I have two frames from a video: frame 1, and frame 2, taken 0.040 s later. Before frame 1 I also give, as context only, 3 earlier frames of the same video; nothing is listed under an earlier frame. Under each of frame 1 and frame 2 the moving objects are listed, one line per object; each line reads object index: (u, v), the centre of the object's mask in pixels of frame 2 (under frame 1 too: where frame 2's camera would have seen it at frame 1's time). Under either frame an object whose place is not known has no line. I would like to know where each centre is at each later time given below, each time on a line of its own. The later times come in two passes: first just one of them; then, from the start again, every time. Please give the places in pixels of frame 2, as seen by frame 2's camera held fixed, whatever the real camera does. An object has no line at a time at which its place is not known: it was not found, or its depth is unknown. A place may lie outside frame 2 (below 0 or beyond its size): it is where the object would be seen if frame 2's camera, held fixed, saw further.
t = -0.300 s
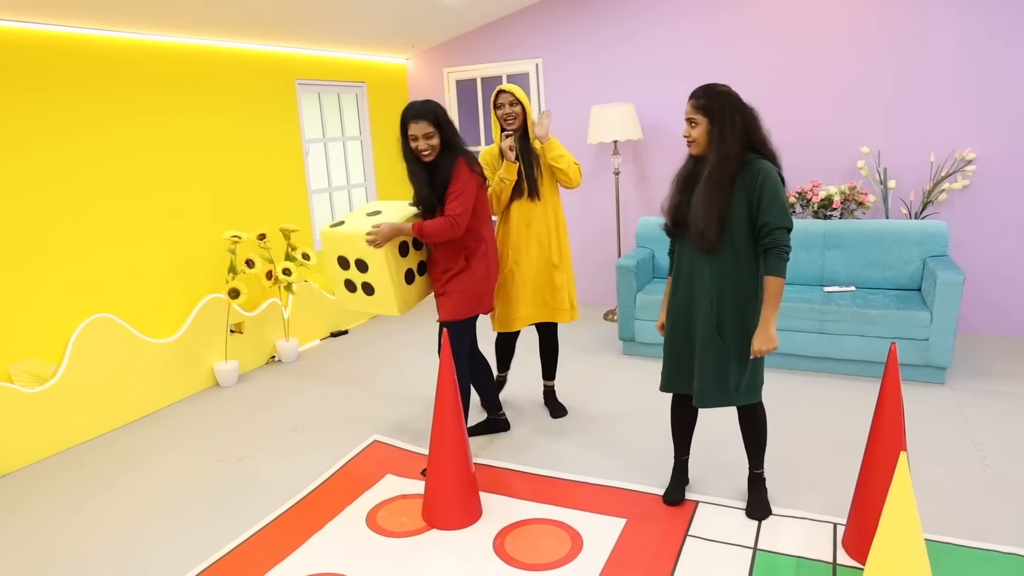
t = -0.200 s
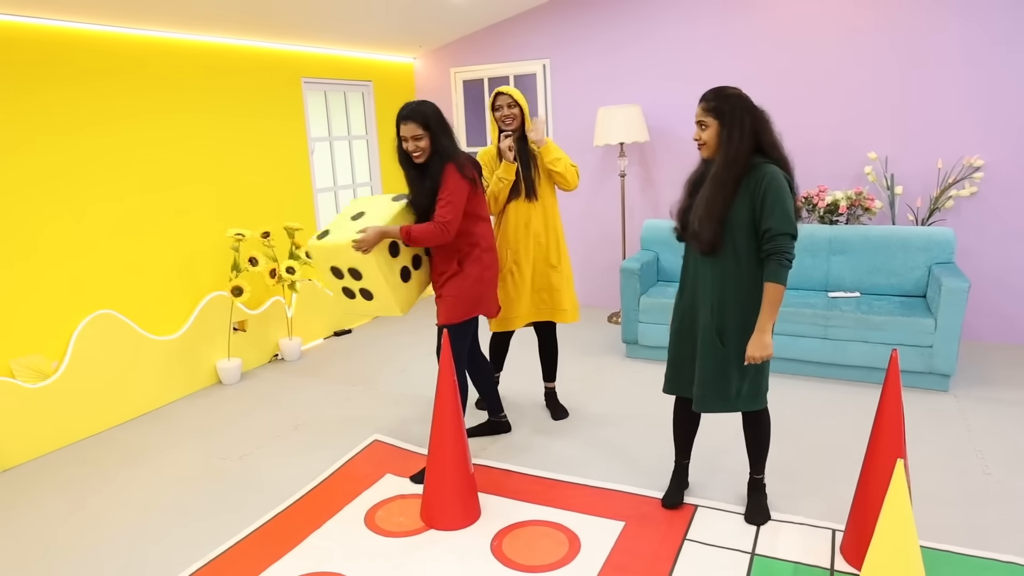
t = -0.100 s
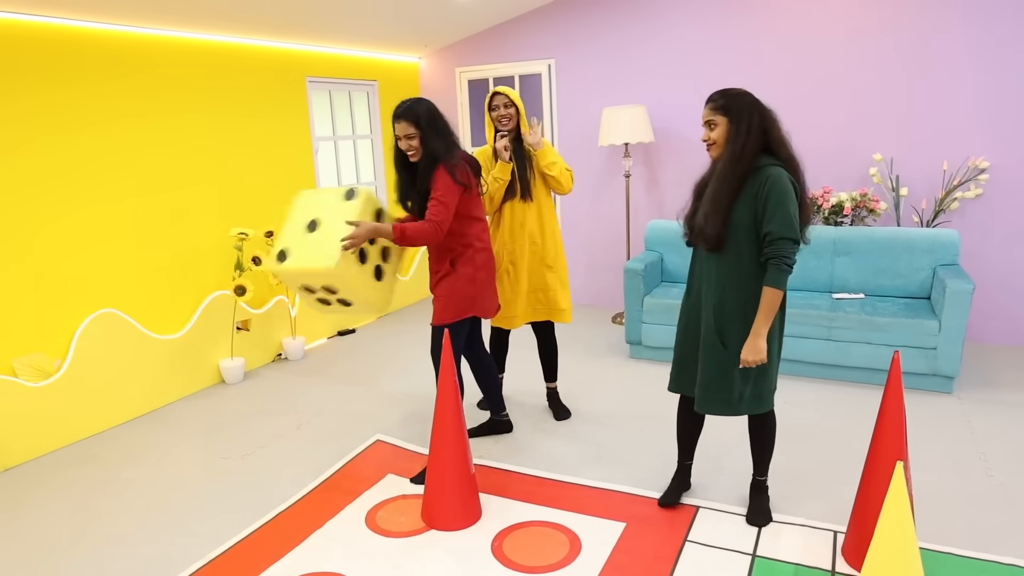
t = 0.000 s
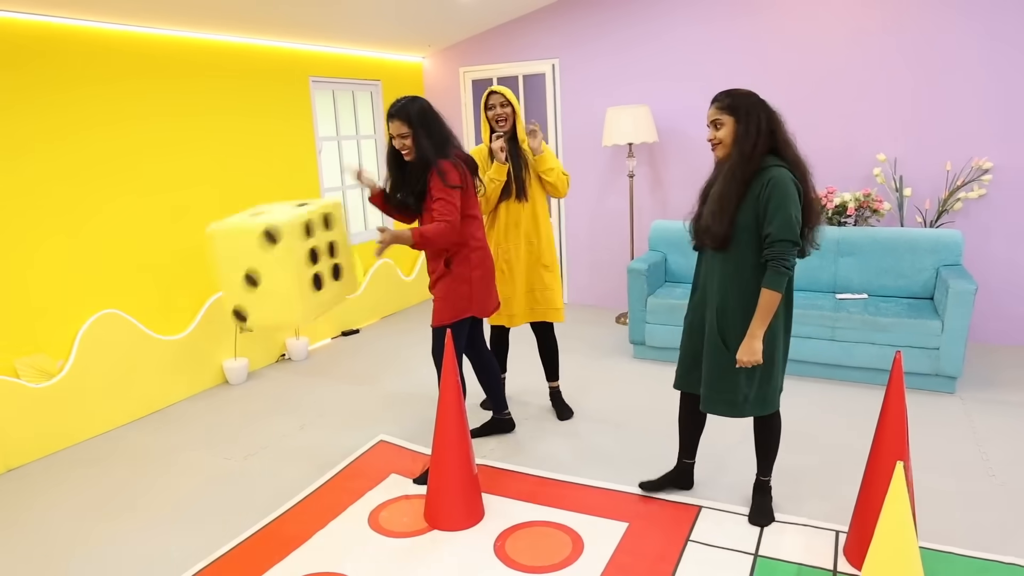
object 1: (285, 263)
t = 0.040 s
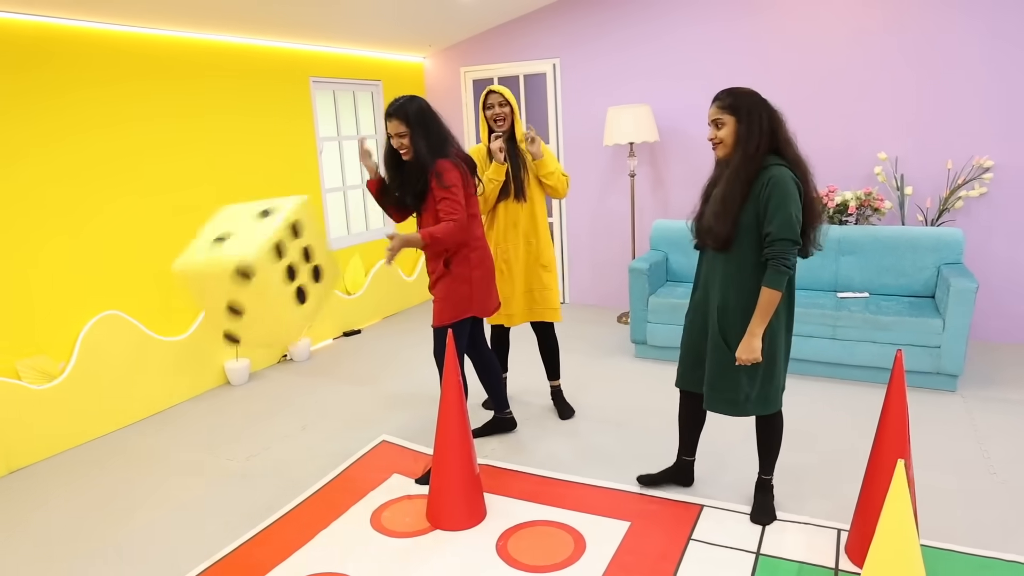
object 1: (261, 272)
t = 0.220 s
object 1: (141, 371)
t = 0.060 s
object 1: (247, 278)
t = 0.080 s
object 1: (233, 283)
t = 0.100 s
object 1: (220, 291)
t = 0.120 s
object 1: (207, 300)
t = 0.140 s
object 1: (193, 311)
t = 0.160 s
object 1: (182, 328)
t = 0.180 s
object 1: (169, 342)
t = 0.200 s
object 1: (154, 357)
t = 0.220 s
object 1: (141, 371)
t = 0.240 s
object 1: (129, 388)
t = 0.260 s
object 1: (117, 405)
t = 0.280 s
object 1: (104, 425)
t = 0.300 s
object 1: (93, 449)
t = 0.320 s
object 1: (81, 471)
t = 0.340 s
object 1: (69, 494)
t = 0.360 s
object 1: (59, 519)
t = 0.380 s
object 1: (49, 541)
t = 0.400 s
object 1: (36, 561)
